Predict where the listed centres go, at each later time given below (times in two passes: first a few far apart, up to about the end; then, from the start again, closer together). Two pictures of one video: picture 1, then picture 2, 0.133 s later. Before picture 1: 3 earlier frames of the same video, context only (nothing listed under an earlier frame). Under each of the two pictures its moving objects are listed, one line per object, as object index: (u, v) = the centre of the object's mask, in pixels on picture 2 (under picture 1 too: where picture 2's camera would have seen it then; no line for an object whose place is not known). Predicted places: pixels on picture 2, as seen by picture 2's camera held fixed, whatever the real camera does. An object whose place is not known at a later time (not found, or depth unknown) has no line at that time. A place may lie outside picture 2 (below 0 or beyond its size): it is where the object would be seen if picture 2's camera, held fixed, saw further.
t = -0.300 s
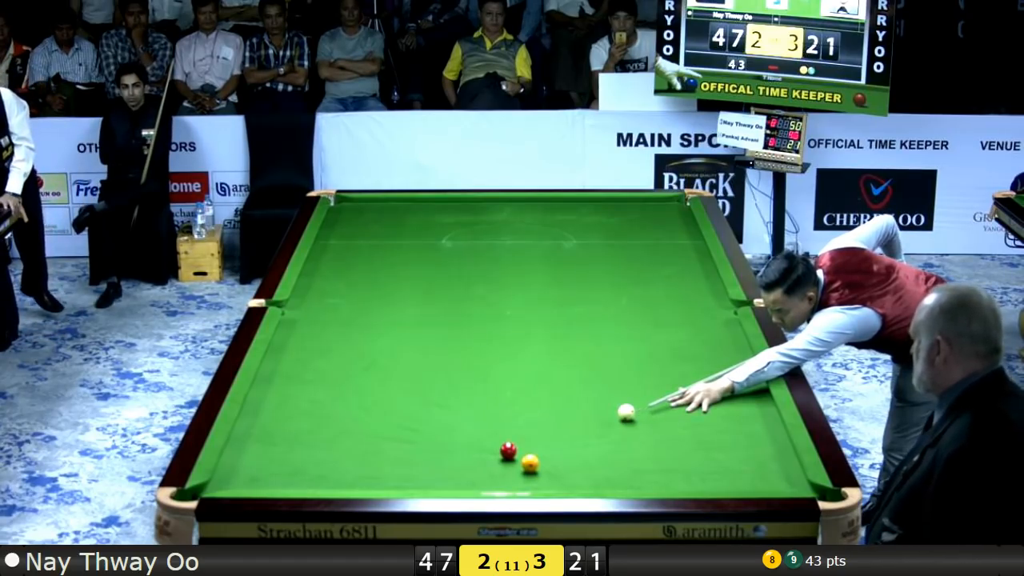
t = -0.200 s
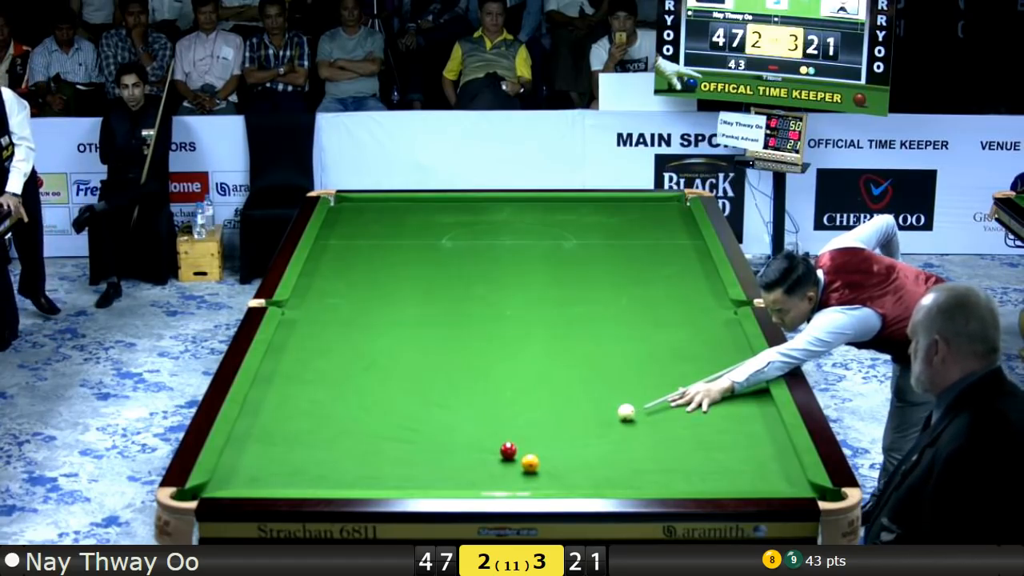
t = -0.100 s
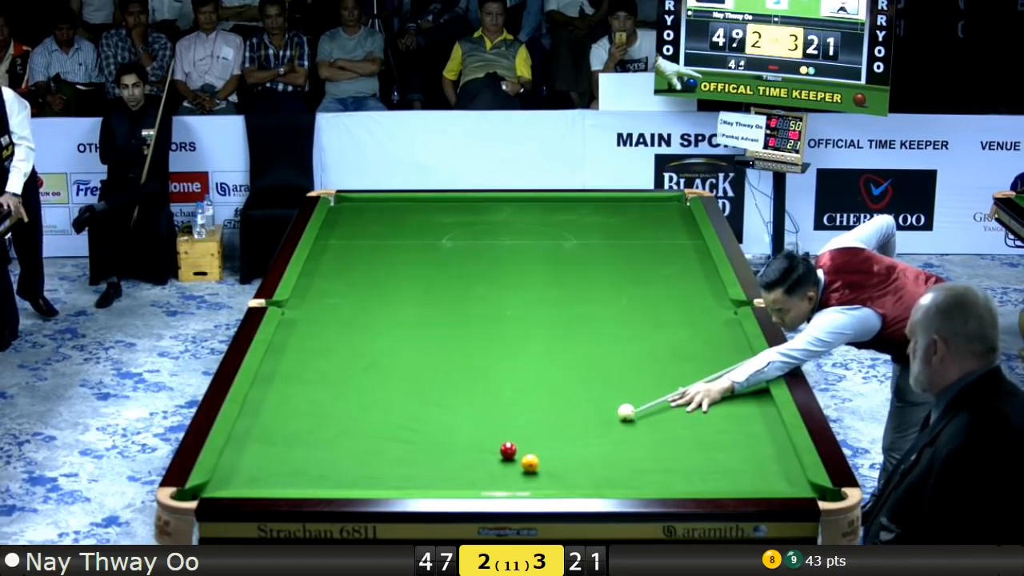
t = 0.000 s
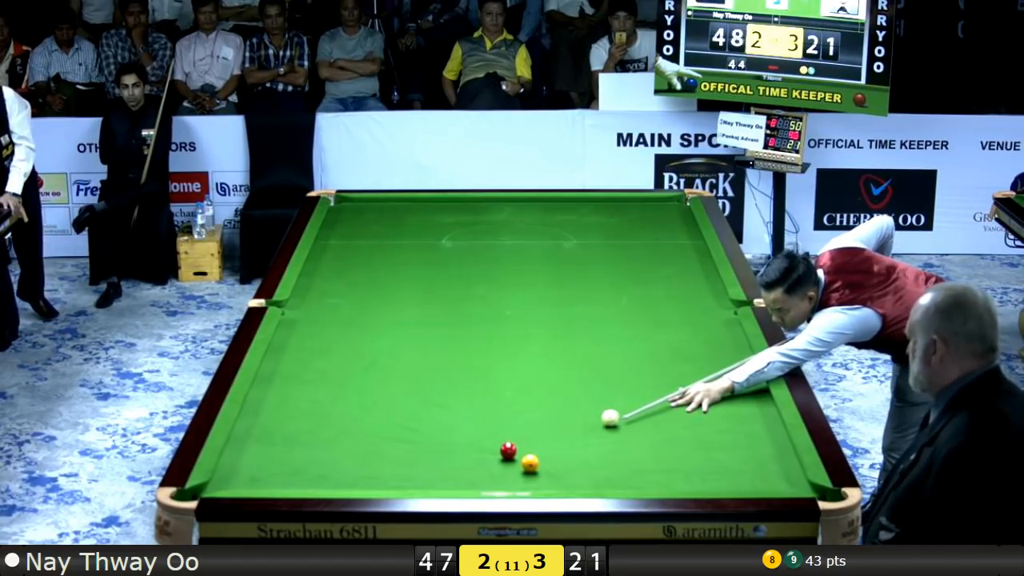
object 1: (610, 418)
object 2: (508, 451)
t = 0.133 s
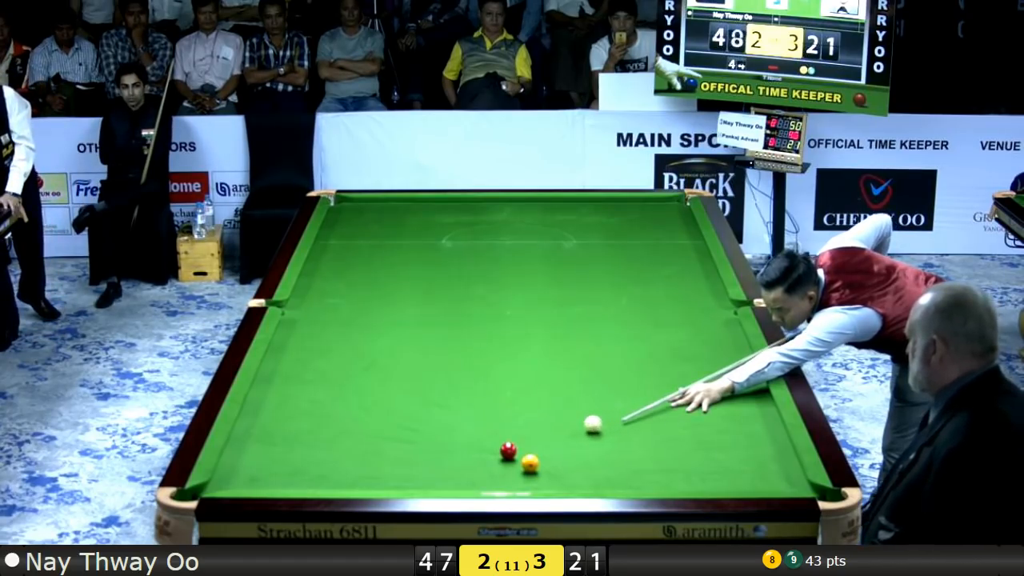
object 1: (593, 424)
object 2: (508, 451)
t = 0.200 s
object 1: (586, 426)
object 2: (508, 451)
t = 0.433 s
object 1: (560, 436)
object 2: (508, 451)
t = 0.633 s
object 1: (539, 443)
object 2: (508, 450)
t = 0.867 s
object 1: (523, 449)
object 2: (501, 452)
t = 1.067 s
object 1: (522, 453)
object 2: (487, 453)
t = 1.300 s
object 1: (521, 456)
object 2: (472, 455)
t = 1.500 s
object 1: (520, 457)
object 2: (460, 457)
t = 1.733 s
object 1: (520, 458)
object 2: (447, 458)
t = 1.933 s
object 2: (438, 459)
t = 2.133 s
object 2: (429, 460)
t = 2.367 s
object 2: (421, 462)
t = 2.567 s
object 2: (415, 462)
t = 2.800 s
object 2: (409, 463)
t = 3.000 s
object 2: (405, 464)
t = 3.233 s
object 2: (402, 464)
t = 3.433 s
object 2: (400, 465)
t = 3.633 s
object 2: (400, 465)
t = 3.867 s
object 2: (400, 465)
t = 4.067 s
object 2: (400, 465)
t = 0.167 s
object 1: (590, 425)
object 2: (508, 451)
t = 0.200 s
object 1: (586, 426)
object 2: (508, 451)
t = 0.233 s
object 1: (581, 428)
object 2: (508, 451)
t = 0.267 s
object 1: (580, 429)
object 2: (508, 451)
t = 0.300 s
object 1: (575, 430)
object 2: (508, 451)
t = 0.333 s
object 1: (571, 432)
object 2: (508, 451)
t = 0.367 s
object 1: (568, 433)
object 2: (508, 451)
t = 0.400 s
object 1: (564, 434)
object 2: (508, 451)
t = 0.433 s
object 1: (560, 436)
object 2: (508, 451)
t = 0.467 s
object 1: (558, 437)
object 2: (508, 451)
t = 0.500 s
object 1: (553, 438)
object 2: (508, 451)
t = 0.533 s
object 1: (549, 440)
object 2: (508, 451)
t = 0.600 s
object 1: (543, 442)
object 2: (508, 451)
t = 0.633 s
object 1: (539, 443)
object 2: (508, 450)
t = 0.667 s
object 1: (537, 444)
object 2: (508, 451)
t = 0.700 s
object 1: (533, 445)
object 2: (508, 451)
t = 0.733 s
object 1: (528, 446)
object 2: (508, 451)
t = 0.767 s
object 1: (526, 447)
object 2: (508, 451)
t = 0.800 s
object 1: (524, 448)
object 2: (506, 451)
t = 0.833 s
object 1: (524, 449)
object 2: (503, 452)
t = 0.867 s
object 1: (523, 449)
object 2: (501, 452)
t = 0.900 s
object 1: (523, 450)
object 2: (498, 452)
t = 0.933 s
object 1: (523, 451)
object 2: (495, 452)
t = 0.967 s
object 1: (523, 451)
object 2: (494, 452)
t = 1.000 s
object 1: (523, 452)
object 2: (491, 453)
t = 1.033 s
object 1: (523, 453)
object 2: (488, 453)
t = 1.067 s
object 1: (522, 453)
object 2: (487, 453)
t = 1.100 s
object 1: (522, 454)
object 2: (485, 454)
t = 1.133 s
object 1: (522, 454)
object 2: (482, 454)
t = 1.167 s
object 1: (522, 454)
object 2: (481, 454)
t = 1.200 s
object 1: (522, 455)
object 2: (478, 454)
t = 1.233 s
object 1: (521, 455)
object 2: (475, 455)
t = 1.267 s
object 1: (521, 455)
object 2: (474, 455)
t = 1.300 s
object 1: (521, 456)
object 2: (472, 455)
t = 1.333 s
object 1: (521, 456)
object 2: (469, 455)
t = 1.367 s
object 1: (521, 456)
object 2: (468, 456)
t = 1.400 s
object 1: (521, 456)
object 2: (466, 456)
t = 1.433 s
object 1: (520, 456)
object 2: (463, 456)
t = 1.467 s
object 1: (520, 457)
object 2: (462, 456)
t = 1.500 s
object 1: (520, 457)
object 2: (460, 457)
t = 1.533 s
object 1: (520, 457)
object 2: (458, 457)
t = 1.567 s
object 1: (520, 457)
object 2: (457, 457)
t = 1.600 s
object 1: (520, 457)
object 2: (455, 457)
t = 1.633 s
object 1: (520, 458)
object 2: (452, 457)
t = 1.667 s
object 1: (520, 458)
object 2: (451, 457)
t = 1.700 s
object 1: (520, 458)
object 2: (449, 458)
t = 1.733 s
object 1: (520, 458)
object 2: (447, 458)
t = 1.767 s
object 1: (520, 458)
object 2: (446, 458)
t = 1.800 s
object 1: (520, 458)
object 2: (444, 458)
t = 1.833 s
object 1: (520, 458)
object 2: (443, 459)
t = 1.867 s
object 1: (520, 458)
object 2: (441, 459)
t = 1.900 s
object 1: (520, 458)
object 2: (440, 459)
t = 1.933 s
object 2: (438, 459)
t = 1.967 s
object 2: (437, 459)
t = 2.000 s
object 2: (435, 460)
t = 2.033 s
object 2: (433, 460)
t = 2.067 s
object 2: (432, 460)
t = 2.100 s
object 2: (431, 460)
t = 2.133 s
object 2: (429, 460)
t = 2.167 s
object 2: (428, 461)
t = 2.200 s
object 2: (427, 461)
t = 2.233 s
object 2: (425, 461)
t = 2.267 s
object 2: (425, 461)
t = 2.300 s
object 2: (423, 461)
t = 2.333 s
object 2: (422, 462)
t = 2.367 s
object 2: (421, 462)
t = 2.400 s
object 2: (420, 462)
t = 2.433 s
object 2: (419, 462)
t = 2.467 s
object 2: (418, 462)
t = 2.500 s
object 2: (417, 462)
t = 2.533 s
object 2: (416, 462)
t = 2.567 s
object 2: (415, 462)
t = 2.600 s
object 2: (414, 463)
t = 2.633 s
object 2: (413, 463)
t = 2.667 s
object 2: (412, 463)
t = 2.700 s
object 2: (411, 463)
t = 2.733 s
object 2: (410, 463)
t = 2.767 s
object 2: (410, 463)
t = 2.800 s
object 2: (409, 463)
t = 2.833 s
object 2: (408, 463)
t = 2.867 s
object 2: (408, 463)
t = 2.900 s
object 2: (407, 463)
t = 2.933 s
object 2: (406, 464)
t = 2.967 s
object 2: (406, 464)
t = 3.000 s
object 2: (405, 464)
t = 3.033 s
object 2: (404, 464)
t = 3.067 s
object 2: (404, 464)
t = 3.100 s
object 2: (403, 464)
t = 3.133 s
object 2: (403, 464)
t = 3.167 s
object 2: (403, 464)
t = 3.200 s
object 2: (402, 464)
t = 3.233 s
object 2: (402, 464)
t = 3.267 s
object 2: (402, 464)
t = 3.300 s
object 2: (401, 464)
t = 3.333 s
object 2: (401, 464)
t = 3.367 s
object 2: (401, 464)
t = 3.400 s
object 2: (401, 464)
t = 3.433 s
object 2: (400, 465)
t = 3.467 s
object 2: (400, 464)
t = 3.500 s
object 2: (400, 465)
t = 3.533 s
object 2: (400, 465)
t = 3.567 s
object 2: (400, 465)
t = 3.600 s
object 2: (400, 465)
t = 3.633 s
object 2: (400, 465)
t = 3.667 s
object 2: (400, 465)
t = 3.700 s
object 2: (400, 465)
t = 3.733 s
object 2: (400, 465)
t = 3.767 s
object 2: (400, 465)
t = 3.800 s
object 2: (400, 465)
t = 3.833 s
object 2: (400, 465)
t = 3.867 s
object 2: (400, 465)
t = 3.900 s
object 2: (400, 465)
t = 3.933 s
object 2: (400, 465)
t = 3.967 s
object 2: (400, 465)
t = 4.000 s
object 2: (400, 465)
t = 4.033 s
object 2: (400, 465)
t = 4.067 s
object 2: (400, 465)
